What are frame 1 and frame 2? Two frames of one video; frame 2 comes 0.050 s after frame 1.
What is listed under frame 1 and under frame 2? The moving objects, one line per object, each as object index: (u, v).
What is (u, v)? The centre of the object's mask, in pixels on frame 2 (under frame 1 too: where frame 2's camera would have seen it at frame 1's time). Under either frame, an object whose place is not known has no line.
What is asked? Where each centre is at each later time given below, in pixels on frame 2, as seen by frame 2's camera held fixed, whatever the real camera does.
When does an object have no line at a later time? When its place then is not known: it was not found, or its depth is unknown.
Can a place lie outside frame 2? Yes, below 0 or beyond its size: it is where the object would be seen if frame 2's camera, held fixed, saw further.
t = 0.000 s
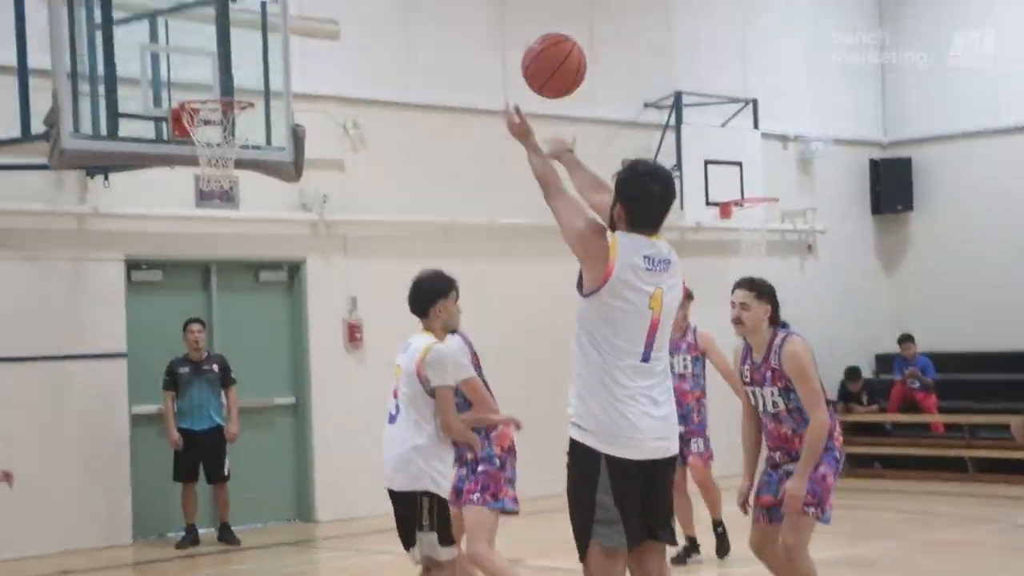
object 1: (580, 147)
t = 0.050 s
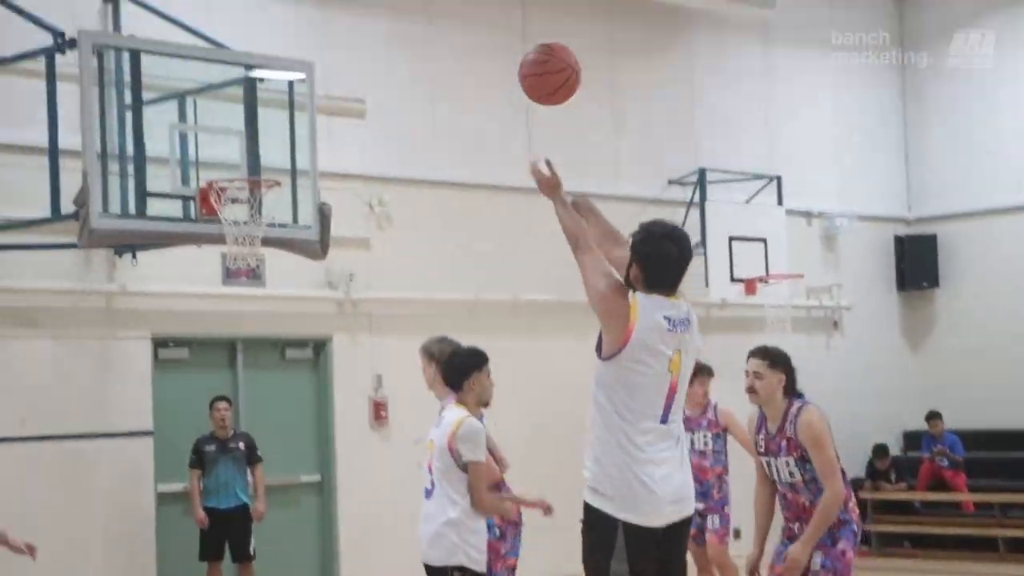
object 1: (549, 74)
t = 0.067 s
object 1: (540, 52)
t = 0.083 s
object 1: (530, 30)
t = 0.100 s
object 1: (521, 12)
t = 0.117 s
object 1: (512, -6)
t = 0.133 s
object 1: (505, -22)
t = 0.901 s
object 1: (279, -5)
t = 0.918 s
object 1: (276, 5)
